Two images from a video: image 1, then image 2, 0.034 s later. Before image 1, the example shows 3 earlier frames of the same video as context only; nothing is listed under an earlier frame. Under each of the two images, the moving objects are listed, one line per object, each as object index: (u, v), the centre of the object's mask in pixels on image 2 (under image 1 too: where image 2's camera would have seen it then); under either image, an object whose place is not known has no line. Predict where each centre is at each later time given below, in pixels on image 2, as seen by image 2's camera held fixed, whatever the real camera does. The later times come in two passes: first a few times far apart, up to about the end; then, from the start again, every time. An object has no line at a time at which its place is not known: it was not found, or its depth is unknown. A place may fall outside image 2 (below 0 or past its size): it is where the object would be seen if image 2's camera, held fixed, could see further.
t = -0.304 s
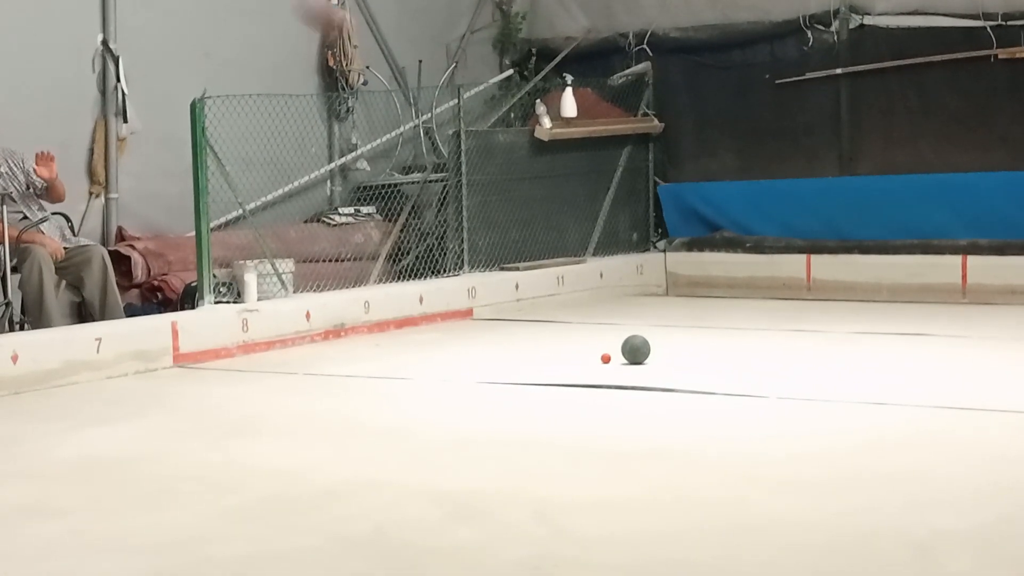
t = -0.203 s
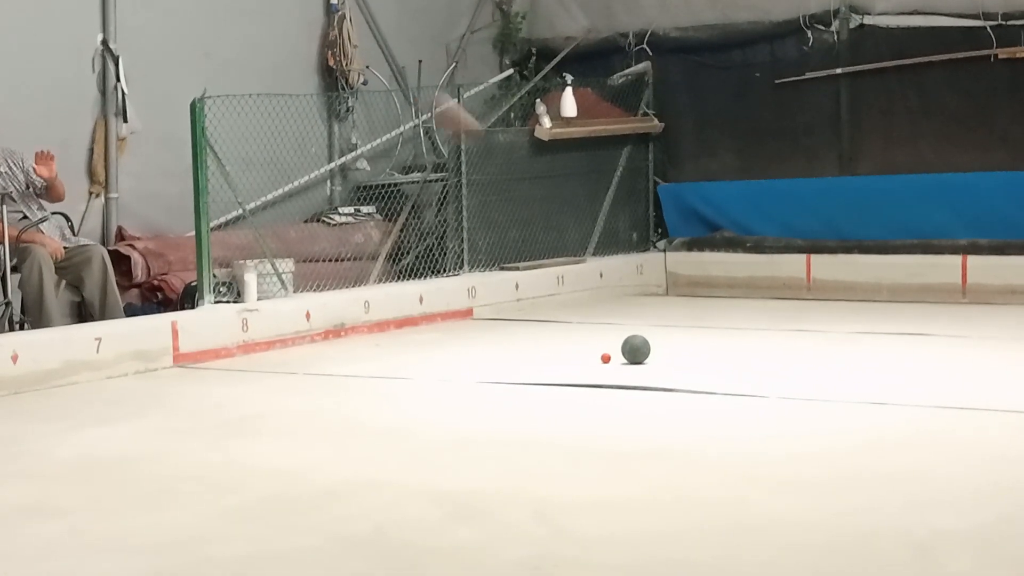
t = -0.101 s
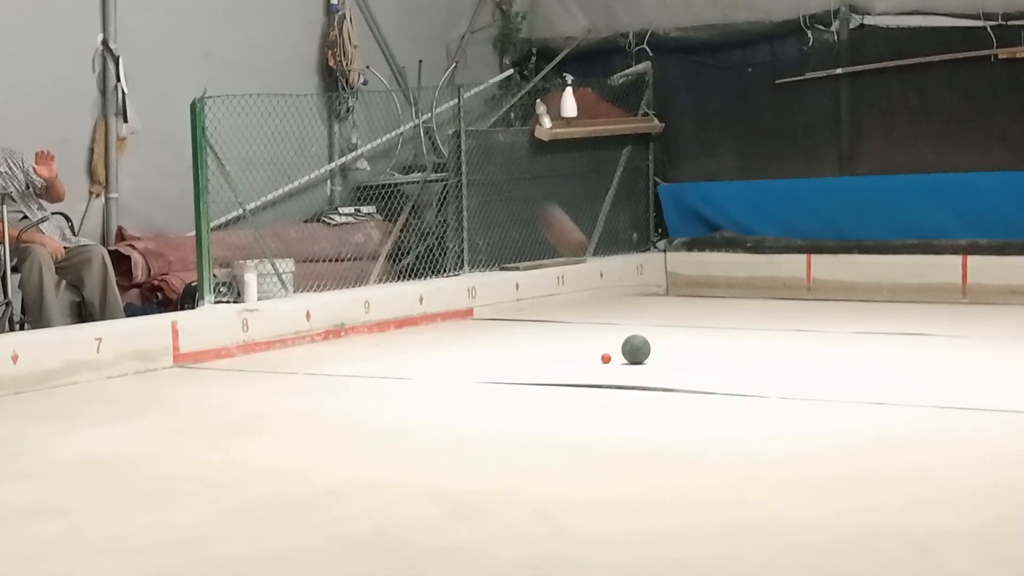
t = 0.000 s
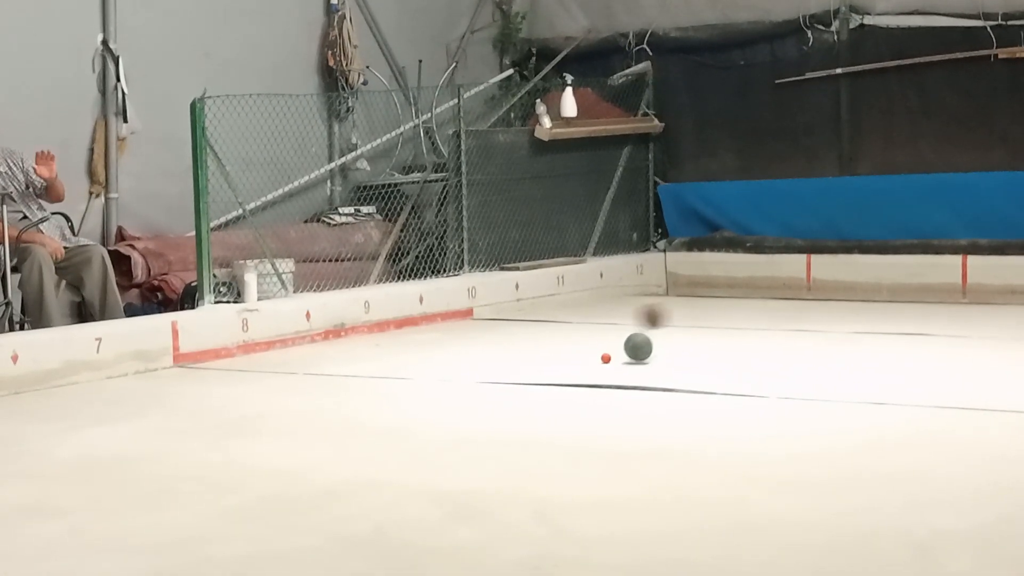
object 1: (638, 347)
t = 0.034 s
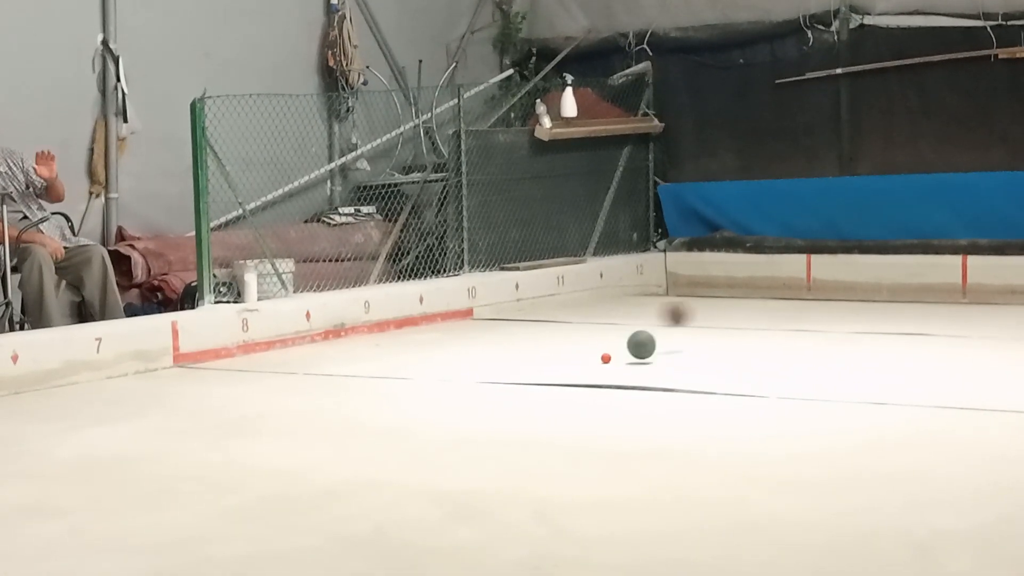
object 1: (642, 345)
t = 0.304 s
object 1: (665, 349)
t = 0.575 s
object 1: (685, 348)
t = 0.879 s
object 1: (704, 347)
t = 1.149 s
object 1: (717, 347)
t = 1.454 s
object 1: (730, 347)
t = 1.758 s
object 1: (738, 346)
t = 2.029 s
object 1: (743, 347)
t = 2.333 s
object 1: (746, 347)
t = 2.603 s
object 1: (746, 347)
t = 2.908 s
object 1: (745, 347)
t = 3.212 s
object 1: (744, 347)
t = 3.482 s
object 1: (744, 346)
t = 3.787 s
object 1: (744, 346)
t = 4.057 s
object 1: (744, 346)
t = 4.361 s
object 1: (744, 346)
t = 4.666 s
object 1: (744, 347)
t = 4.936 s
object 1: (743, 346)
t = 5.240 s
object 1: (743, 346)
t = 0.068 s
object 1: (645, 345)
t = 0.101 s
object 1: (648, 348)
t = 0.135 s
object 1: (651, 349)
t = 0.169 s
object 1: (654, 349)
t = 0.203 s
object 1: (657, 349)
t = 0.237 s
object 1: (659, 349)
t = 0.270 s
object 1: (662, 349)
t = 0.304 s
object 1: (665, 349)
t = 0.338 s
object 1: (668, 349)
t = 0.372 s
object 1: (670, 348)
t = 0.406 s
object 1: (673, 348)
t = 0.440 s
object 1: (675, 348)
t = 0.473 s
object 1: (678, 348)
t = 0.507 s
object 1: (680, 348)
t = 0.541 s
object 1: (683, 348)
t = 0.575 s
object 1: (685, 348)
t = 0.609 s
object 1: (687, 348)
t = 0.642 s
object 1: (690, 348)
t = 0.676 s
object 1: (692, 348)
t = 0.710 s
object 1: (694, 348)
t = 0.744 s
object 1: (696, 348)
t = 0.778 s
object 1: (698, 348)
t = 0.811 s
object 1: (700, 348)
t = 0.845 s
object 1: (702, 348)
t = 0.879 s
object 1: (704, 347)
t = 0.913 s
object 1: (706, 347)
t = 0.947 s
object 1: (708, 347)
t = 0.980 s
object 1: (709, 347)
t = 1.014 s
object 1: (711, 347)
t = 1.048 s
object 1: (713, 347)
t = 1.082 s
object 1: (714, 347)
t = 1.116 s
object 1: (716, 347)
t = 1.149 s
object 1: (717, 347)
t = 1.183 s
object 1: (719, 347)
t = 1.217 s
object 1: (720, 347)
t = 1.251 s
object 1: (722, 347)
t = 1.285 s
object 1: (723, 347)
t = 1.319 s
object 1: (725, 347)
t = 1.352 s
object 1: (726, 347)
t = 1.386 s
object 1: (727, 347)
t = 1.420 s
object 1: (728, 347)
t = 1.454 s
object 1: (730, 347)
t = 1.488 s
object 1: (731, 347)
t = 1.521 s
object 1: (732, 347)
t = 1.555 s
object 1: (733, 347)
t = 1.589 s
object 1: (734, 347)
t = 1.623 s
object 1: (735, 347)
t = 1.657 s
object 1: (736, 346)
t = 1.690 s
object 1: (737, 346)
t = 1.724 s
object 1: (737, 347)
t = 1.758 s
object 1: (738, 346)
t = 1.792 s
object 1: (739, 346)
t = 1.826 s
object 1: (739, 346)
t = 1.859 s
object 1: (740, 346)
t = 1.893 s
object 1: (741, 346)
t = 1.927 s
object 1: (742, 346)
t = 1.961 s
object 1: (742, 347)
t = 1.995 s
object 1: (743, 347)
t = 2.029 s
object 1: (743, 347)
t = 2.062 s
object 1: (744, 347)
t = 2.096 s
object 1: (744, 347)
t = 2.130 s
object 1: (745, 347)
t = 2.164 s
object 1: (745, 347)
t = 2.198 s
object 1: (746, 347)
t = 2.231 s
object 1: (746, 347)
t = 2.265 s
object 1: (746, 347)
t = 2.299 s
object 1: (746, 347)
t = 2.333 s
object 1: (746, 347)
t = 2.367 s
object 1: (746, 347)
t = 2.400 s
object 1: (746, 347)
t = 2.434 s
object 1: (746, 347)
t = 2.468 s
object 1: (746, 347)
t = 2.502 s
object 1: (746, 347)
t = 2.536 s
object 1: (746, 347)
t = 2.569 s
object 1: (746, 347)
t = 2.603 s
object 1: (746, 347)
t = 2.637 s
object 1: (746, 347)
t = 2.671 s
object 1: (746, 347)
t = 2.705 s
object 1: (746, 347)
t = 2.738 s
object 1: (746, 347)
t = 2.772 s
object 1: (745, 347)
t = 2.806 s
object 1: (745, 347)
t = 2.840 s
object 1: (745, 347)
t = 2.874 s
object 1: (745, 347)
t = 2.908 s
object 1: (745, 347)
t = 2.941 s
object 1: (745, 347)
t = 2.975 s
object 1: (745, 347)
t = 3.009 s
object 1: (745, 347)
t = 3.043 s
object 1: (744, 347)
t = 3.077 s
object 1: (744, 347)
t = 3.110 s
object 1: (744, 347)
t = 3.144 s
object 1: (744, 347)
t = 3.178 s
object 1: (744, 347)
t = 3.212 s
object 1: (744, 347)
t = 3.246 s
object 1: (744, 347)
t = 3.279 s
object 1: (743, 347)
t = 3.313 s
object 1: (743, 347)
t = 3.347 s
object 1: (743, 347)
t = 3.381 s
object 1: (744, 346)
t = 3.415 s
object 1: (744, 346)
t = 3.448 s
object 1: (744, 346)
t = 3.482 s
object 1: (744, 346)
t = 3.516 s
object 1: (744, 346)
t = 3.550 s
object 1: (744, 346)
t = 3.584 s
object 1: (744, 346)
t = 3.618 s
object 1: (744, 346)
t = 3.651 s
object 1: (744, 347)
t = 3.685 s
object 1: (744, 347)
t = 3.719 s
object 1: (744, 347)
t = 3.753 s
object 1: (744, 347)
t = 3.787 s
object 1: (744, 346)
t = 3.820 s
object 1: (744, 347)
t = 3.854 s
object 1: (744, 347)
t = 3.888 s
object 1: (744, 347)
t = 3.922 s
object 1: (744, 346)
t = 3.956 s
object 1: (744, 347)
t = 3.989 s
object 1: (744, 346)
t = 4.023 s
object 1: (744, 347)
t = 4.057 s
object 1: (744, 346)
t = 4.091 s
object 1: (744, 347)
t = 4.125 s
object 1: (744, 346)
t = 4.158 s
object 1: (744, 346)
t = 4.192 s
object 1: (744, 346)
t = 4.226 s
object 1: (744, 346)
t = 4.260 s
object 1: (744, 346)
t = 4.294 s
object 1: (744, 346)
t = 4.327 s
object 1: (744, 346)
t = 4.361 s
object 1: (744, 346)
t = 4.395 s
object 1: (744, 346)
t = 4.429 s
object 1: (744, 346)
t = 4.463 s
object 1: (744, 346)
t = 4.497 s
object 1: (743, 346)
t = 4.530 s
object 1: (743, 346)
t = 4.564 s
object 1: (743, 346)
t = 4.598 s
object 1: (743, 346)
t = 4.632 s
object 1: (744, 346)
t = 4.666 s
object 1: (744, 347)
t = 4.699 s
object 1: (744, 347)
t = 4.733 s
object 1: (743, 347)
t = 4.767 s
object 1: (743, 347)
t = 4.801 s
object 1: (743, 347)
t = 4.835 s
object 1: (743, 347)
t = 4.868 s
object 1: (744, 346)
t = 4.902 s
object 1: (743, 346)
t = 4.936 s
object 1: (743, 346)
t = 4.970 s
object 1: (743, 346)
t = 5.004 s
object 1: (743, 346)
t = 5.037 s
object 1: (743, 346)
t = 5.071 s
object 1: (743, 346)
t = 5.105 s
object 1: (743, 346)
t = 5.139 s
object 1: (743, 346)
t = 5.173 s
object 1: (744, 346)
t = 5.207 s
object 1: (743, 346)
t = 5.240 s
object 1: (743, 346)
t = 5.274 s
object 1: (744, 346)
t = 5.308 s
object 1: (744, 346)
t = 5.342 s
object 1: (744, 347)
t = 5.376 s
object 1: (744, 347)
